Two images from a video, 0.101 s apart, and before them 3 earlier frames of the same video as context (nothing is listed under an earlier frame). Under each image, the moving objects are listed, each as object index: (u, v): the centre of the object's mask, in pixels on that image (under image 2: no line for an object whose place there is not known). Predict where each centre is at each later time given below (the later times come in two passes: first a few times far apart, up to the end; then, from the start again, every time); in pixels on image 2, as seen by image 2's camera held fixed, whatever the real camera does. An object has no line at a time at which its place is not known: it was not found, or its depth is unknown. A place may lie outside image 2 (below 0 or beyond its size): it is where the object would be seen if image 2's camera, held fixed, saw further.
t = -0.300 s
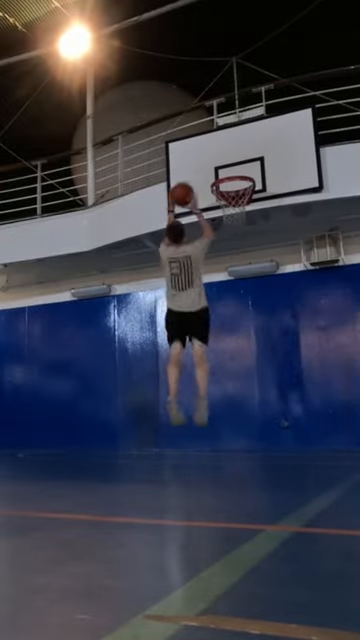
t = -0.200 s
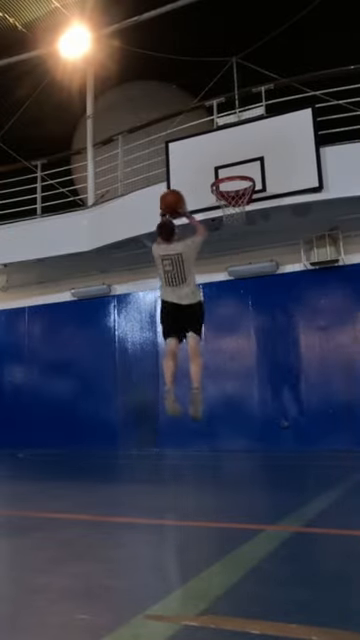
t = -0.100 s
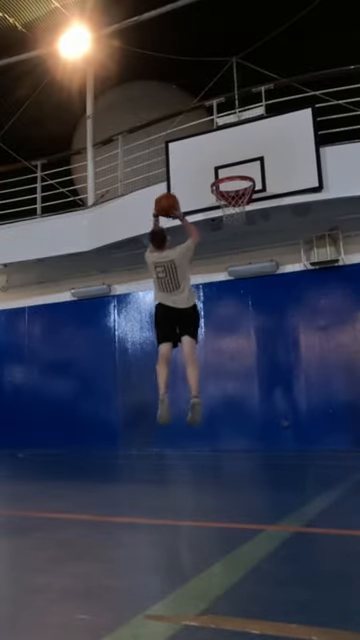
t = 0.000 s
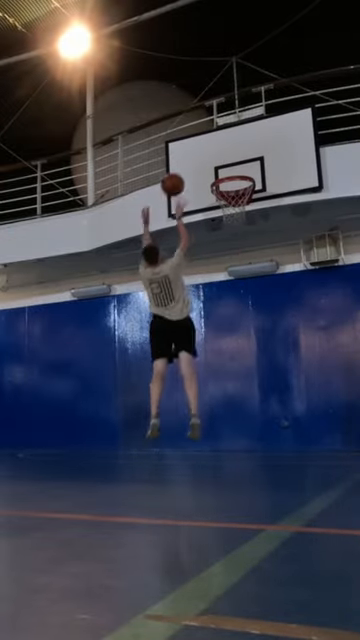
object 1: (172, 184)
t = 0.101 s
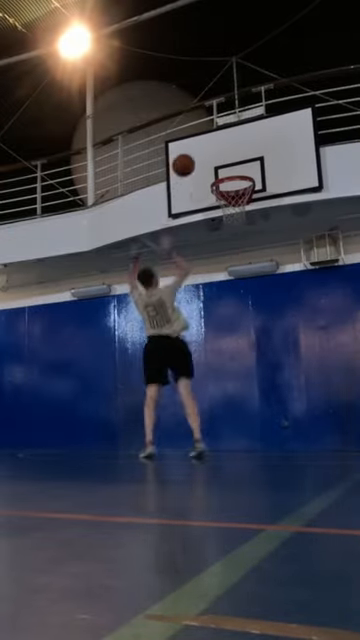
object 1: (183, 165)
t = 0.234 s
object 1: (197, 153)
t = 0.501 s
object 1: (222, 171)
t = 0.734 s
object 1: (238, 219)
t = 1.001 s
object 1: (255, 313)
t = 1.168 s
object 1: (267, 410)
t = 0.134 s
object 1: (187, 160)
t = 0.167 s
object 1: (190, 157)
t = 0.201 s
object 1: (193, 155)
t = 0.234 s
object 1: (197, 153)
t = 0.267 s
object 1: (200, 152)
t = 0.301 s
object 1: (203, 153)
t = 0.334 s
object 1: (207, 154)
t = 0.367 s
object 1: (210, 156)
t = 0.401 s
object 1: (213, 159)
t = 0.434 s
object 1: (216, 163)
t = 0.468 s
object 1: (219, 167)
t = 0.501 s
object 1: (222, 171)
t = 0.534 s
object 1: (226, 178)
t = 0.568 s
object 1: (231, 184)
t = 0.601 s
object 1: (233, 190)
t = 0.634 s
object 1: (236, 199)
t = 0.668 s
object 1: (239, 196)
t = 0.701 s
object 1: (237, 213)
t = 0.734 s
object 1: (238, 219)
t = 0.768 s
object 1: (239, 226)
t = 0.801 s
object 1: (243, 236)
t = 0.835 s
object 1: (245, 245)
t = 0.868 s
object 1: (246, 257)
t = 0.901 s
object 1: (248, 269)
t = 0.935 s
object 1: (250, 282)
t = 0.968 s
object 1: (253, 297)
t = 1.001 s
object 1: (255, 313)
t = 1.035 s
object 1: (257, 329)
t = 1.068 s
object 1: (260, 347)
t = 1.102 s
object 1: (263, 367)
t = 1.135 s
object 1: (265, 387)
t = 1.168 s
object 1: (267, 410)
